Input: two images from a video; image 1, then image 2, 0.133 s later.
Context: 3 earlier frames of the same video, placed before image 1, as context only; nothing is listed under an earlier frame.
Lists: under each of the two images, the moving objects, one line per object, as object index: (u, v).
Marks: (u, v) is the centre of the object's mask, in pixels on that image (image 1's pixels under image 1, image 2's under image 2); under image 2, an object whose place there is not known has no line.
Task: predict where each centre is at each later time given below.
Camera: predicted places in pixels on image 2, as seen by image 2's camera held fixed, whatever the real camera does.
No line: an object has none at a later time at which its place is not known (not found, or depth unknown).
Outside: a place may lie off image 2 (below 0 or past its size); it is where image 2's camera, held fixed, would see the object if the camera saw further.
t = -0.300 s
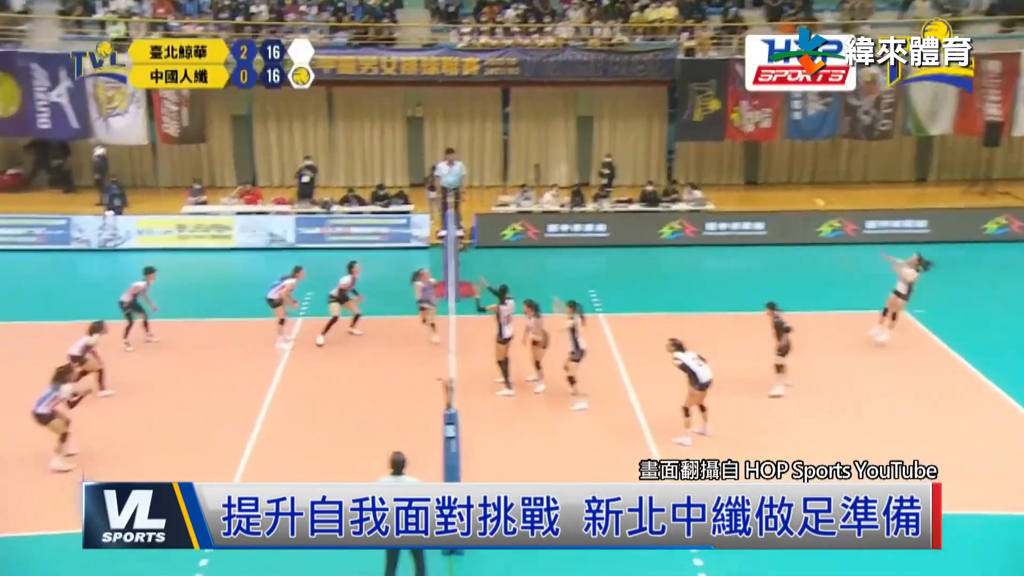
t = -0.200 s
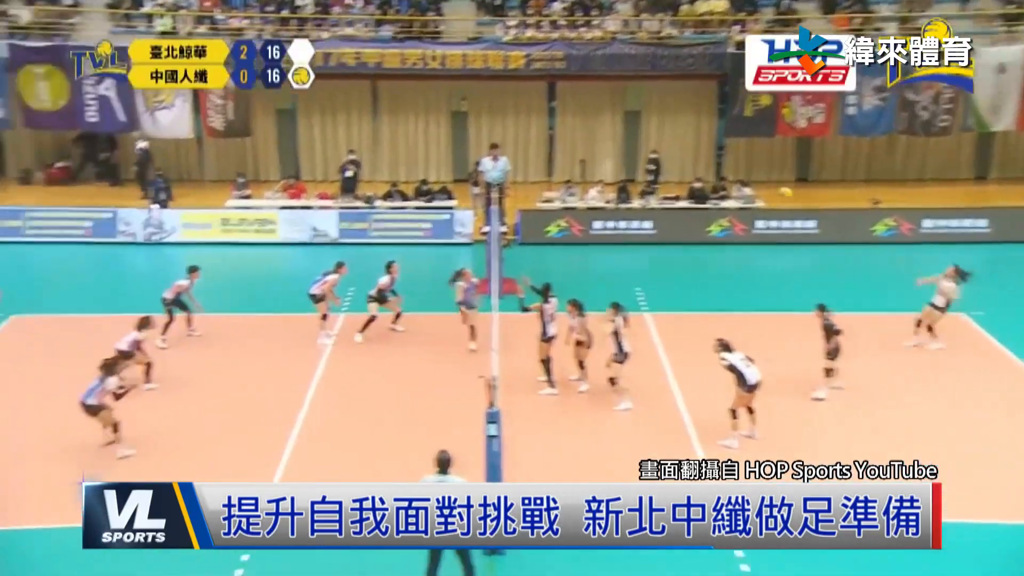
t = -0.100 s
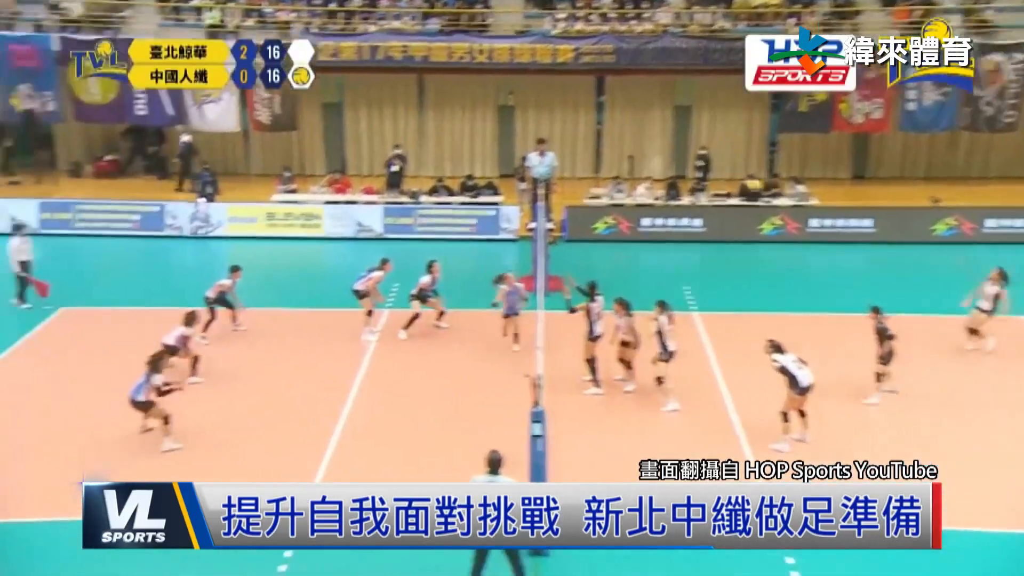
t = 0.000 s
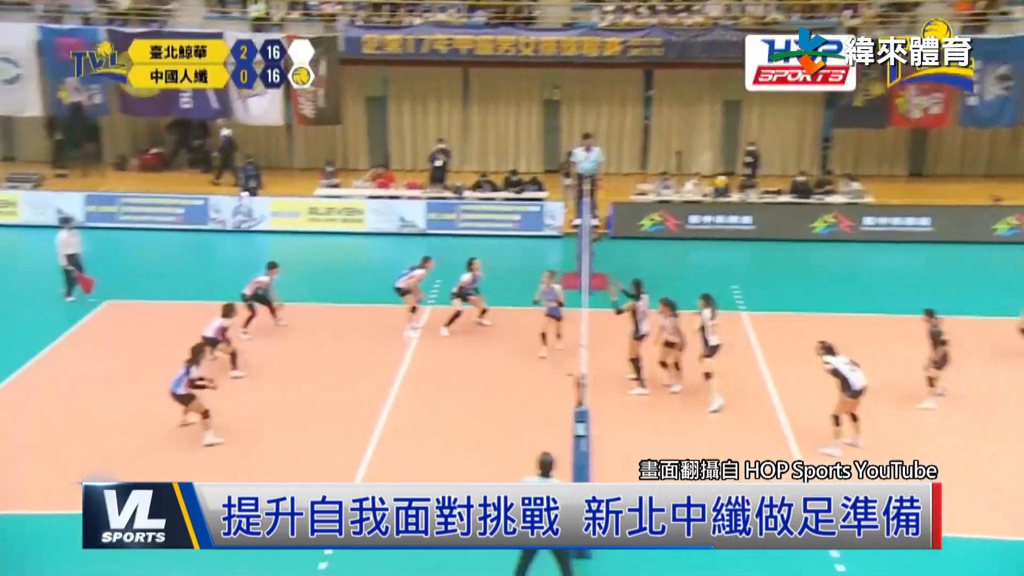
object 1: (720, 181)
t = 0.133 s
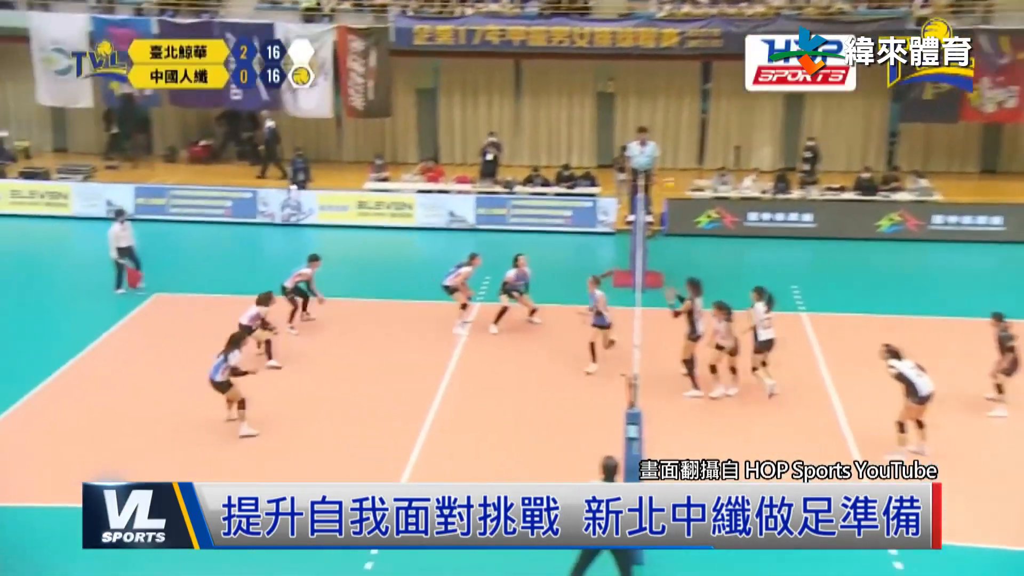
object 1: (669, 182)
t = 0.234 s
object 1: (591, 195)
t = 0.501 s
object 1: (396, 253)
